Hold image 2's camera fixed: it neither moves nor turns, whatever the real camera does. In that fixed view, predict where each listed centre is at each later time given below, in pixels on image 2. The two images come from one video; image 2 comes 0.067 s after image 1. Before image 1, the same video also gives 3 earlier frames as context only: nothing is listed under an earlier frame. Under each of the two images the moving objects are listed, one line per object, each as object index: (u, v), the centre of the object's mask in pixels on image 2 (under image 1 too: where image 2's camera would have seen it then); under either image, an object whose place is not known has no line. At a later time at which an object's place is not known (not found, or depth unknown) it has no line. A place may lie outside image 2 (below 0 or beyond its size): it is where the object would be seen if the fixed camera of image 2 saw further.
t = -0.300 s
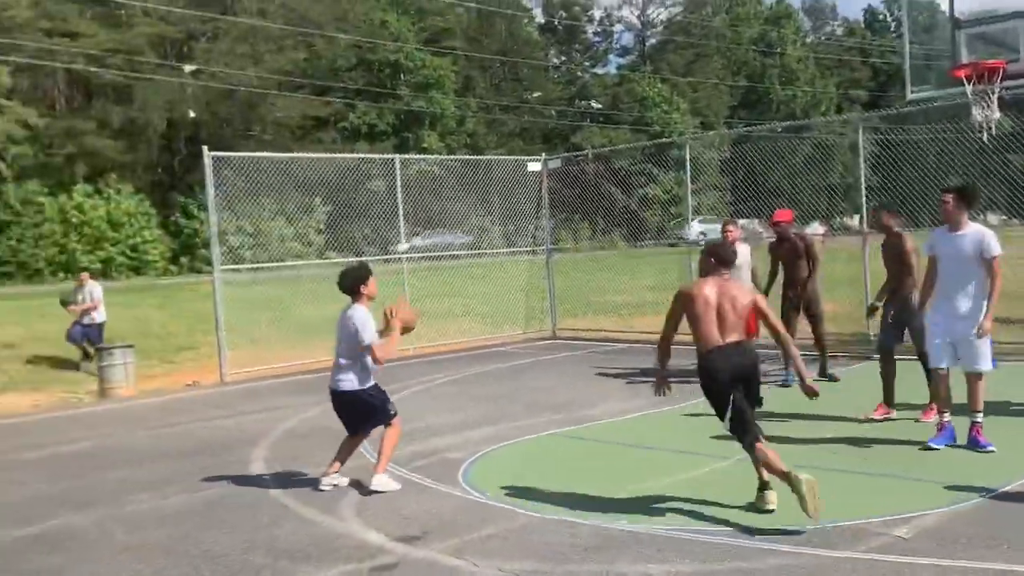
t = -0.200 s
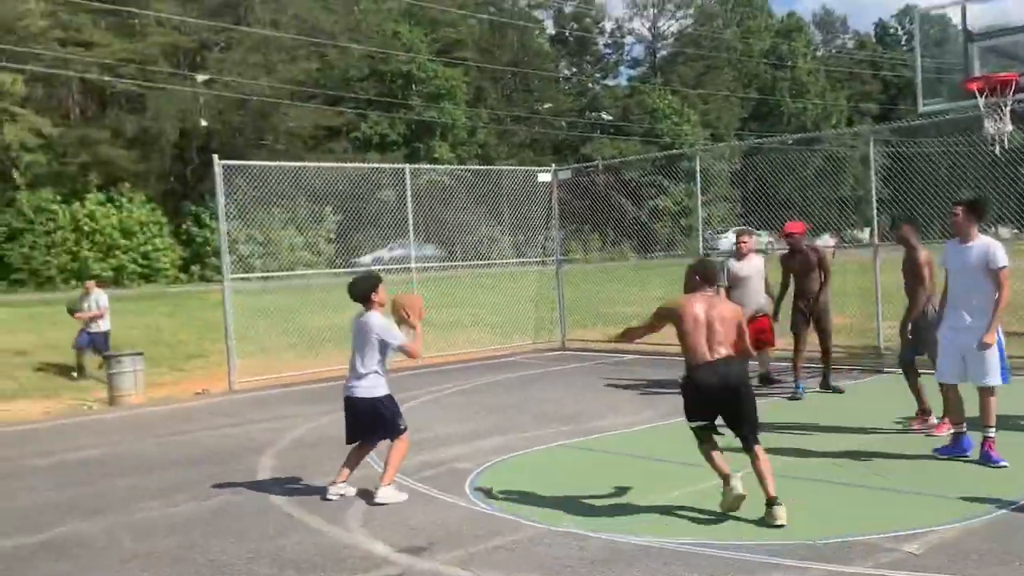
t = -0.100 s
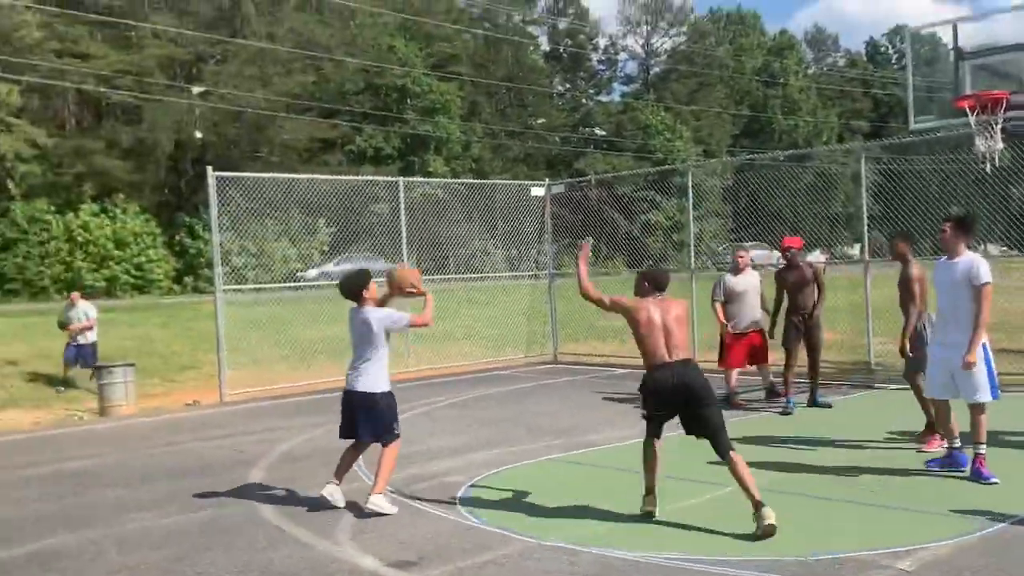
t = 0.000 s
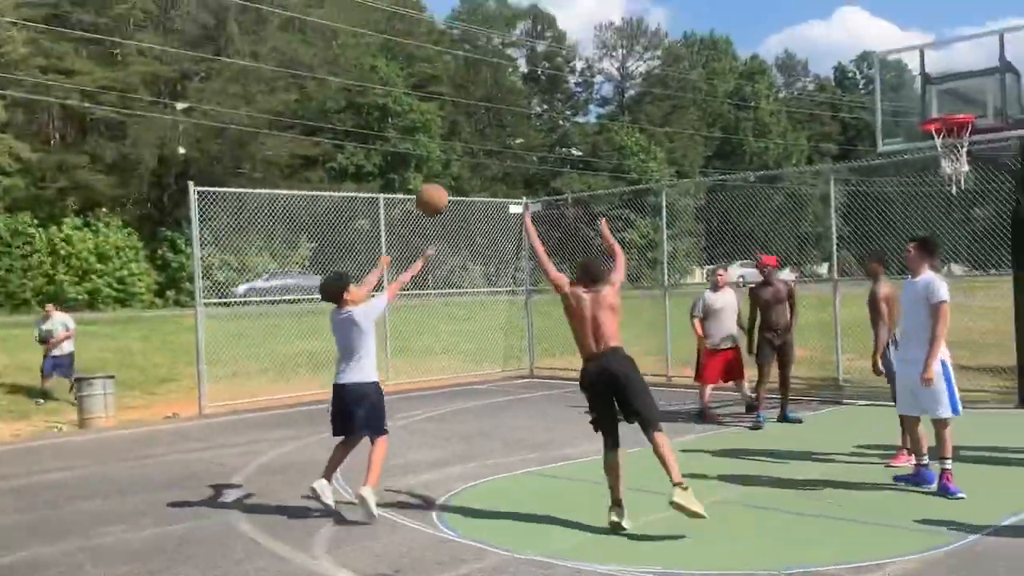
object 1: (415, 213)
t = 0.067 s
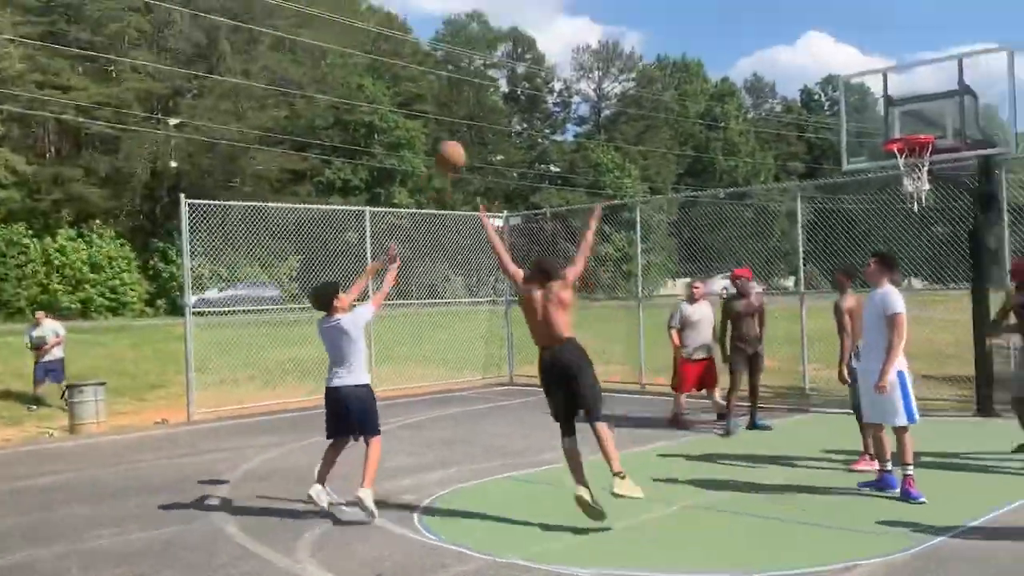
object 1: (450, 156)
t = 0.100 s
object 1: (470, 131)
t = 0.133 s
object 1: (486, 112)
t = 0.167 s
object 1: (502, 93)
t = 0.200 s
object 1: (518, 77)
